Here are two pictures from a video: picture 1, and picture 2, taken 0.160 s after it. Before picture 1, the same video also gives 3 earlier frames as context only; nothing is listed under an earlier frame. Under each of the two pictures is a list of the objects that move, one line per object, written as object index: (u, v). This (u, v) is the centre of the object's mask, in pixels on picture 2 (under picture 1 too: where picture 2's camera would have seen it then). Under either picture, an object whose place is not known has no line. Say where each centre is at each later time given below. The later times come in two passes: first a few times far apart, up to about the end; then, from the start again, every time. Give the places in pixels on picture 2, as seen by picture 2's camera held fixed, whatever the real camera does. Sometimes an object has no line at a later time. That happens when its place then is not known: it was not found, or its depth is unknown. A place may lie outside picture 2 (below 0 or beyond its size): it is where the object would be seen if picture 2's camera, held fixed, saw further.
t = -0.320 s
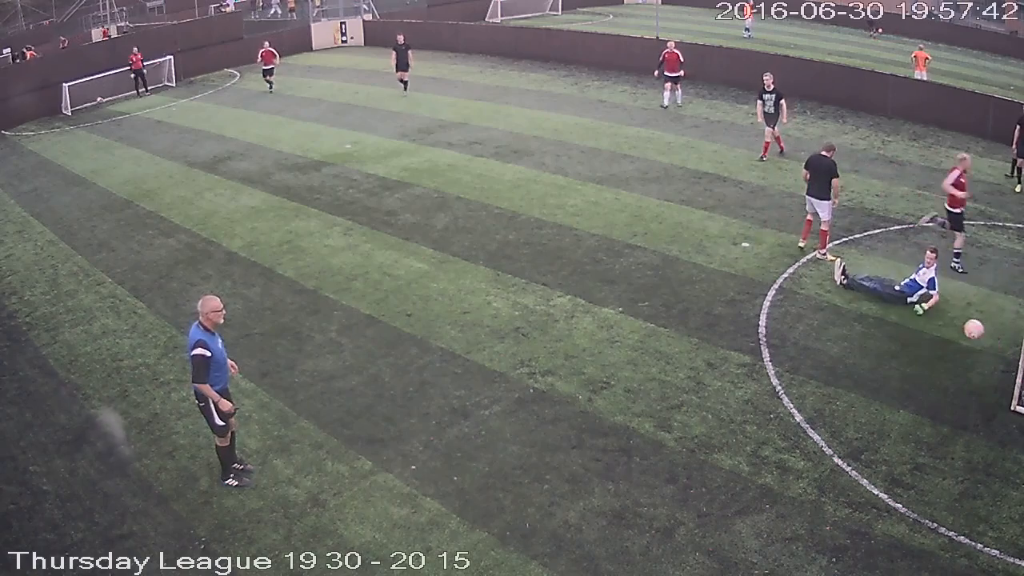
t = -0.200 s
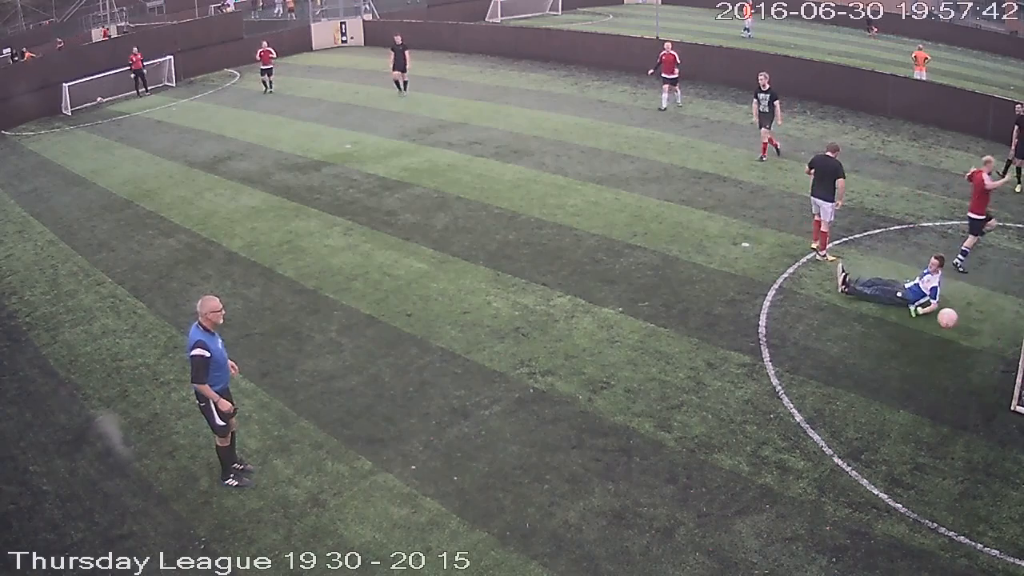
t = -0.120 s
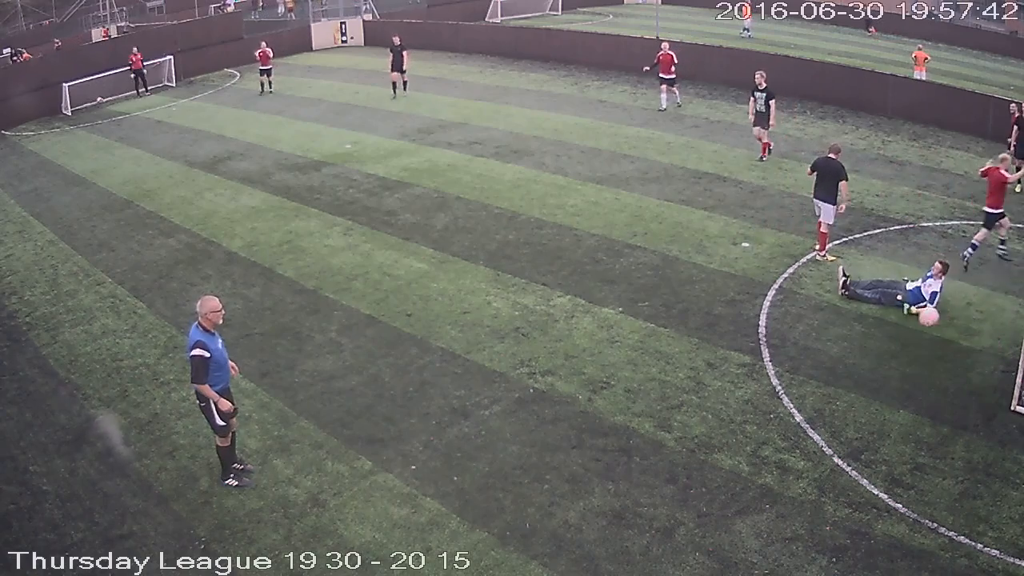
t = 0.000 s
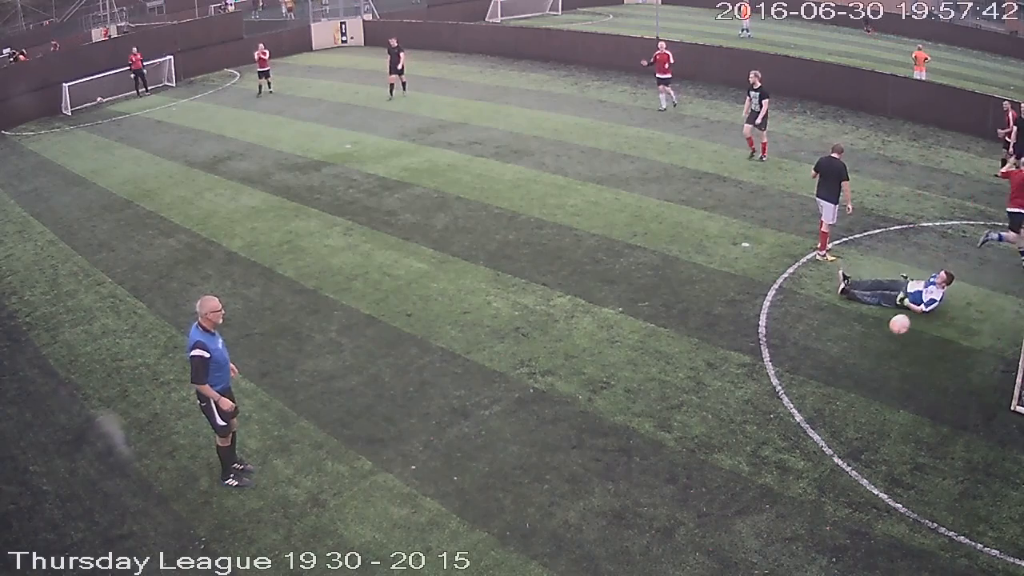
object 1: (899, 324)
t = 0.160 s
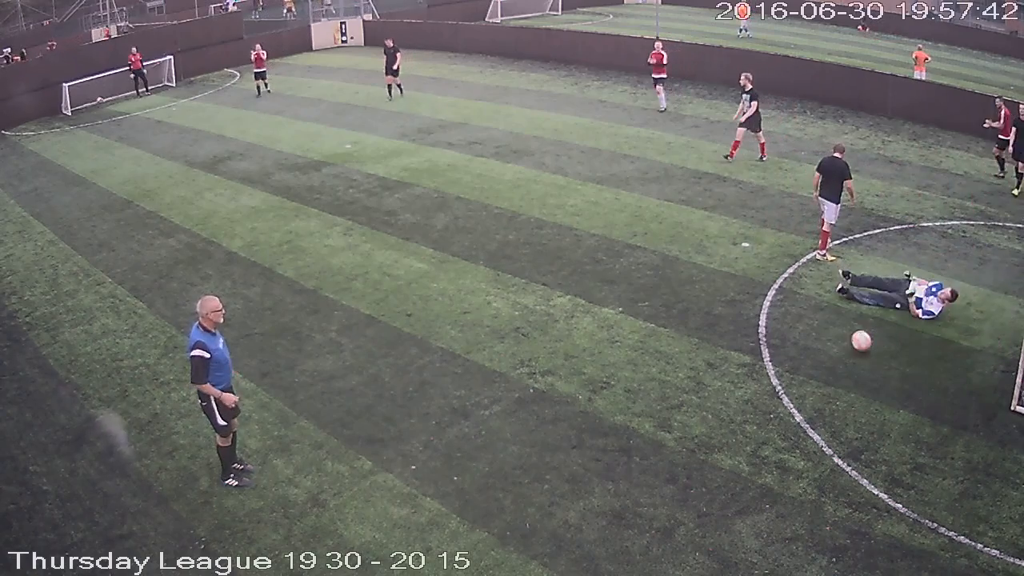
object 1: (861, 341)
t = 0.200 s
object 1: (854, 332)
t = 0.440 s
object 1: (807, 310)
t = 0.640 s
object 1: (765, 322)
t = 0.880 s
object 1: (718, 300)
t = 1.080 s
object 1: (680, 299)
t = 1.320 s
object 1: (636, 292)
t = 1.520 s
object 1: (601, 286)
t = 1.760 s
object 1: (562, 277)
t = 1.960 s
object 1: (533, 271)
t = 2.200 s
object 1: (501, 264)
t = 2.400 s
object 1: (476, 259)
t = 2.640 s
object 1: (450, 254)
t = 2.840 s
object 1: (429, 249)
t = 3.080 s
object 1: (407, 244)
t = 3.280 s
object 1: (389, 240)
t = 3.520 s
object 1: (370, 236)
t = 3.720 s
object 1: (354, 233)
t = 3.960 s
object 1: (337, 230)
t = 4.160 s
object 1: (325, 227)
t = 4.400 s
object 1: (309, 225)
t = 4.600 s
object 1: (298, 223)
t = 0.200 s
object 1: (854, 332)
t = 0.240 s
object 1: (846, 325)
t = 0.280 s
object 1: (839, 320)
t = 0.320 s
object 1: (831, 315)
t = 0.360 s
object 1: (823, 312)
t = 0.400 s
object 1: (815, 310)
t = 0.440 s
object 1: (807, 310)
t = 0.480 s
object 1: (799, 310)
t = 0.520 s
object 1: (790, 312)
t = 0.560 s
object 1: (782, 315)
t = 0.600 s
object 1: (773, 319)
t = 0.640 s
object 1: (765, 322)
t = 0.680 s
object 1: (757, 316)
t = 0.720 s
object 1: (749, 310)
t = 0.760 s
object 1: (742, 306)
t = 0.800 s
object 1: (734, 303)
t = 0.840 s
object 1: (726, 301)
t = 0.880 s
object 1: (718, 300)
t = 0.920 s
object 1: (711, 301)
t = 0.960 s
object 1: (703, 303)
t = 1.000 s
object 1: (695, 306)
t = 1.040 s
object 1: (687, 302)
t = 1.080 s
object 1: (680, 299)
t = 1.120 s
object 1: (672, 296)
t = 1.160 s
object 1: (665, 295)
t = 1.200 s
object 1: (658, 295)
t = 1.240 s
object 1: (650, 296)
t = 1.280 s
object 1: (643, 294)
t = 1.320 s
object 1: (636, 292)
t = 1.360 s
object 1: (628, 291)
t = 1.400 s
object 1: (622, 291)
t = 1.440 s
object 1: (615, 288)
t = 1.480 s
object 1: (608, 287)
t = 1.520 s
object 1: (601, 286)
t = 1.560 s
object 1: (594, 285)
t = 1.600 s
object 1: (587, 283)
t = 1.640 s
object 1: (581, 282)
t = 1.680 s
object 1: (574, 280)
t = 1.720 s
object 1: (568, 278)
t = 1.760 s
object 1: (562, 277)
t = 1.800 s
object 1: (556, 276)
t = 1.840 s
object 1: (550, 275)
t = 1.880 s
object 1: (544, 273)
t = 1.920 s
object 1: (538, 272)
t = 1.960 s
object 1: (533, 271)
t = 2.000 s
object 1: (527, 270)
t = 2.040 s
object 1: (522, 269)
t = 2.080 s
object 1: (516, 268)
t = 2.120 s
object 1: (511, 266)
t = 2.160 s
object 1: (506, 265)
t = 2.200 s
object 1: (501, 264)
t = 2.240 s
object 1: (496, 263)
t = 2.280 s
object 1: (491, 262)
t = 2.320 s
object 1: (486, 261)
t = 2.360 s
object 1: (481, 260)
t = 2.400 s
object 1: (476, 259)
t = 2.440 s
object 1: (472, 259)
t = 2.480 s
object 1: (467, 258)
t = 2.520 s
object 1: (463, 256)
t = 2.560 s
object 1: (458, 255)
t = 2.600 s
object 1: (454, 254)
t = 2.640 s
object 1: (450, 254)
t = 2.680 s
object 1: (446, 253)
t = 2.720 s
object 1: (441, 252)
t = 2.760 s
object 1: (437, 251)
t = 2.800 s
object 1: (433, 250)
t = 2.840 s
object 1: (429, 249)
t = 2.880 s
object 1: (425, 248)
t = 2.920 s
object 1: (421, 248)
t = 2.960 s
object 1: (418, 246)
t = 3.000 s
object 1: (414, 246)
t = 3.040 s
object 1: (410, 245)
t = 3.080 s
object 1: (407, 244)
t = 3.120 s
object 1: (403, 243)
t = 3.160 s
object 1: (399, 242)
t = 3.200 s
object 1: (396, 242)
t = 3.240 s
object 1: (393, 241)
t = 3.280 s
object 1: (389, 240)
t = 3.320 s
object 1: (386, 239)
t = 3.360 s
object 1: (382, 239)
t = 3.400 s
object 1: (379, 238)
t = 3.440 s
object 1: (376, 237)
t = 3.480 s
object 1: (373, 237)
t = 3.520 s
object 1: (370, 236)
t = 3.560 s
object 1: (366, 236)
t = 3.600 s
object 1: (363, 235)
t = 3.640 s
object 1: (360, 234)
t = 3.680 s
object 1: (357, 234)
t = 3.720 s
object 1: (354, 233)
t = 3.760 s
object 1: (352, 233)
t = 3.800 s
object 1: (349, 232)
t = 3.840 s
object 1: (346, 232)
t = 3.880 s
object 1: (343, 231)
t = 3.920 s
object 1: (340, 231)
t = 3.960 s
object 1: (337, 230)
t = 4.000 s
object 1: (334, 229)
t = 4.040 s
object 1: (331, 229)
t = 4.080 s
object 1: (330, 229)
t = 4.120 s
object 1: (327, 228)
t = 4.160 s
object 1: (325, 227)
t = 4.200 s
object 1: (322, 227)
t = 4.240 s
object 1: (319, 227)
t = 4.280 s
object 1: (317, 226)
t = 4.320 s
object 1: (315, 226)
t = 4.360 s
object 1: (312, 226)
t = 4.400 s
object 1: (309, 225)
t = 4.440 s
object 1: (307, 224)
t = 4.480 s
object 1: (305, 224)
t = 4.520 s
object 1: (303, 224)
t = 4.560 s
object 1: (301, 223)
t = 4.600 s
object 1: (298, 223)
